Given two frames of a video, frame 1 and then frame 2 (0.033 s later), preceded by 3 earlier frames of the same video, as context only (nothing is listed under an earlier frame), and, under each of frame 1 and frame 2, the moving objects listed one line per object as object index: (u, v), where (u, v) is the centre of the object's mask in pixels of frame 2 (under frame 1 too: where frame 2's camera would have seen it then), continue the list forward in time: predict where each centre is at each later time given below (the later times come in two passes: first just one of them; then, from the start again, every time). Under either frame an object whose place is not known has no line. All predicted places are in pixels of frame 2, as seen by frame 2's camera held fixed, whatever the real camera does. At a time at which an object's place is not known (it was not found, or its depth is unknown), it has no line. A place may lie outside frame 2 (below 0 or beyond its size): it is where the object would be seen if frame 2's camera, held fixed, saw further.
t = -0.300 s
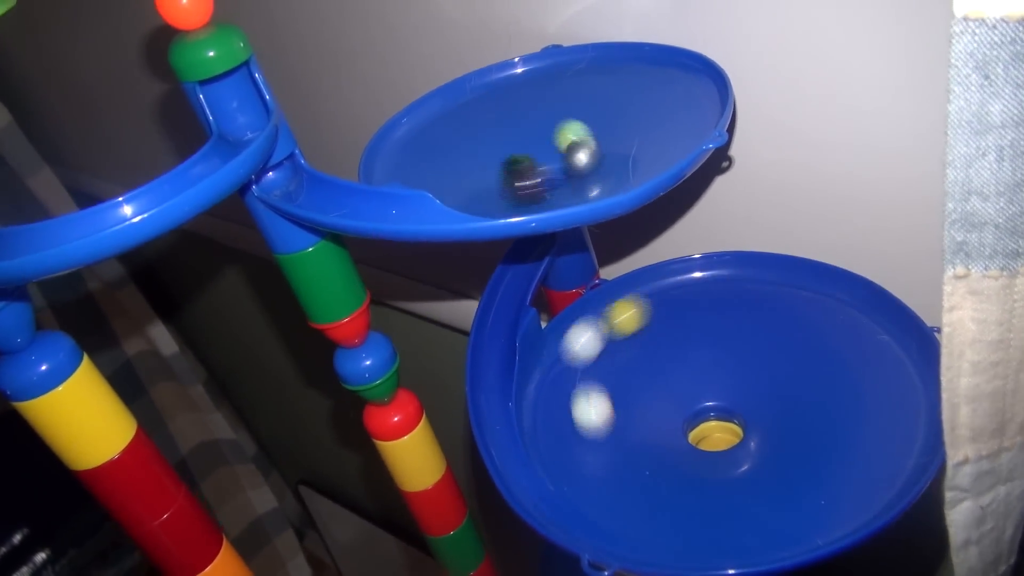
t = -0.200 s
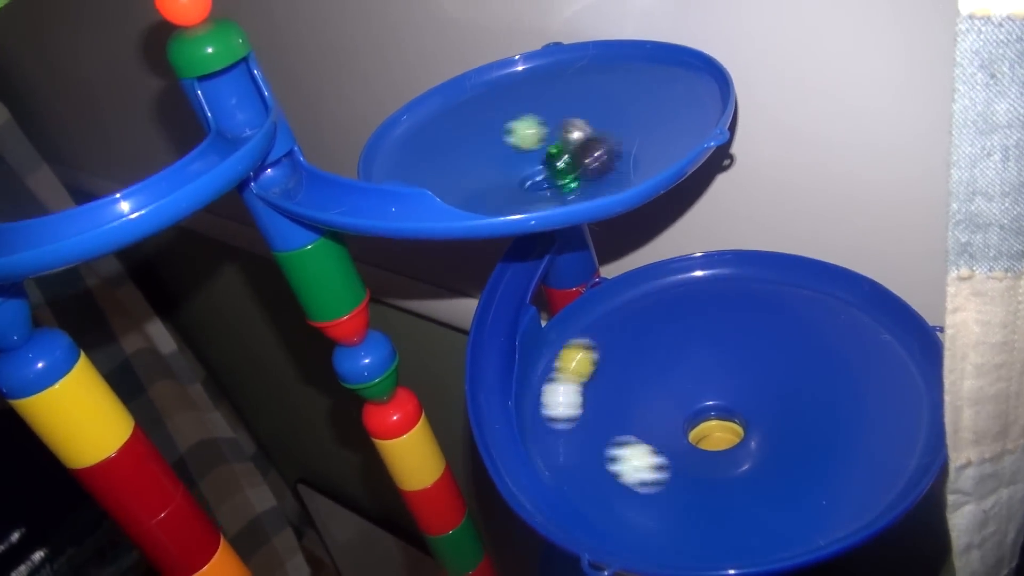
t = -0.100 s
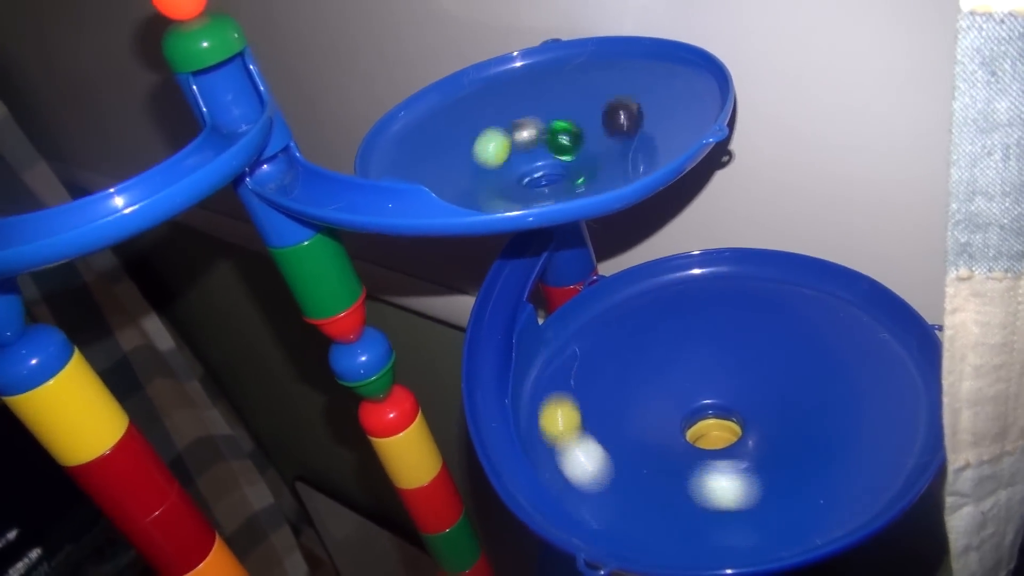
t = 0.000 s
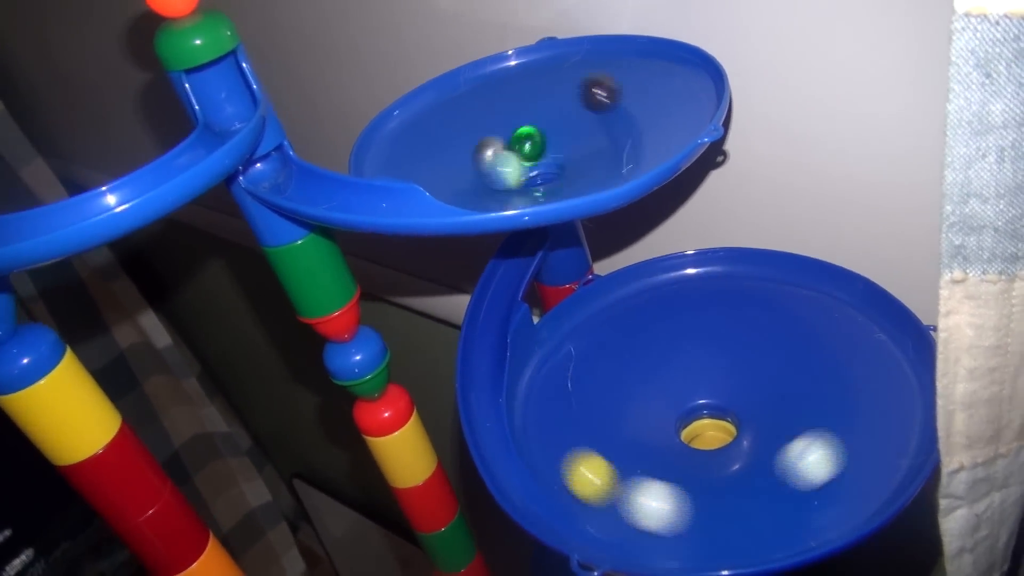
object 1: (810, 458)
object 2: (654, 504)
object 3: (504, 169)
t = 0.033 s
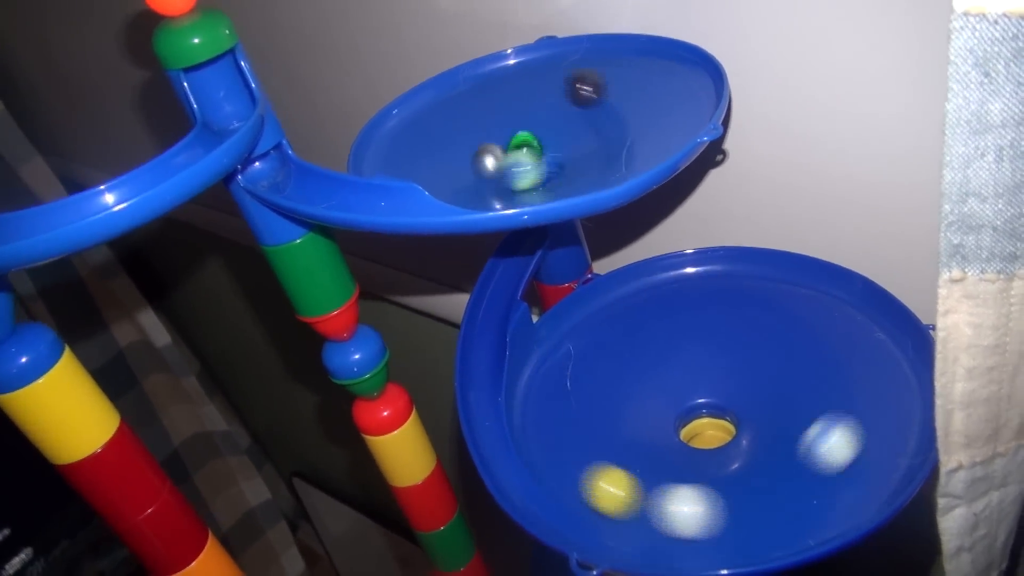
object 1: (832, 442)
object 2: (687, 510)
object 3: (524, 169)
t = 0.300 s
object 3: (556, 113)
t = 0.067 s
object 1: (846, 424)
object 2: (722, 511)
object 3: (541, 166)
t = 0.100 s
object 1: (855, 406)
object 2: (757, 508)
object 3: (558, 160)
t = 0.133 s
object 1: (857, 386)
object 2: (790, 498)
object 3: (572, 150)
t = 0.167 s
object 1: (853, 368)
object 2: (820, 486)
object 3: (580, 142)
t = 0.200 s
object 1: (844, 352)
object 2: (845, 469)
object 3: (583, 132)
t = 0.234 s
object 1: (831, 338)
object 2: (866, 450)
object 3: (580, 121)
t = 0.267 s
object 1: (814, 326)
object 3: (569, 114)
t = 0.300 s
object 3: (556, 113)
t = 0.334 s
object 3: (539, 114)
